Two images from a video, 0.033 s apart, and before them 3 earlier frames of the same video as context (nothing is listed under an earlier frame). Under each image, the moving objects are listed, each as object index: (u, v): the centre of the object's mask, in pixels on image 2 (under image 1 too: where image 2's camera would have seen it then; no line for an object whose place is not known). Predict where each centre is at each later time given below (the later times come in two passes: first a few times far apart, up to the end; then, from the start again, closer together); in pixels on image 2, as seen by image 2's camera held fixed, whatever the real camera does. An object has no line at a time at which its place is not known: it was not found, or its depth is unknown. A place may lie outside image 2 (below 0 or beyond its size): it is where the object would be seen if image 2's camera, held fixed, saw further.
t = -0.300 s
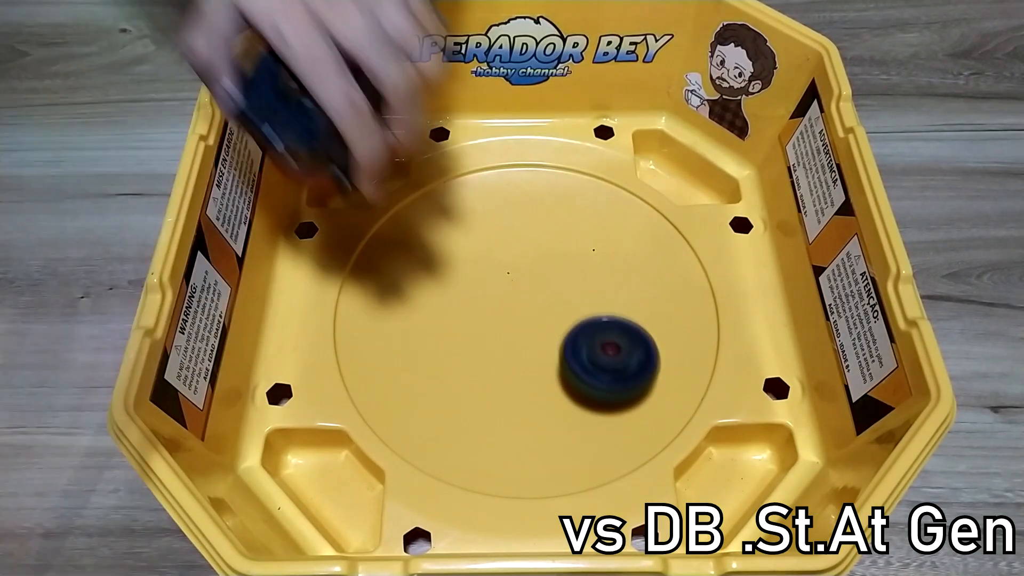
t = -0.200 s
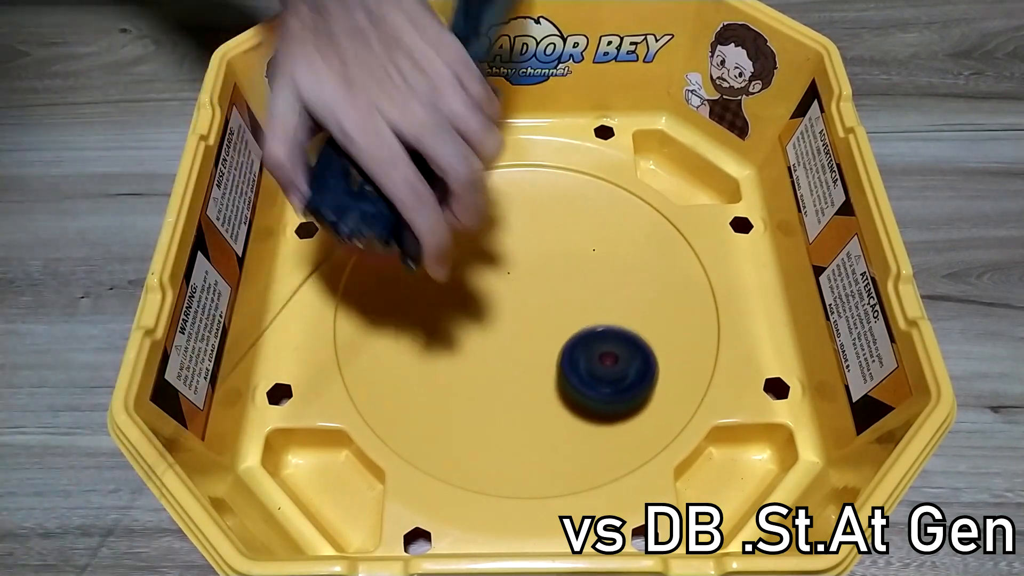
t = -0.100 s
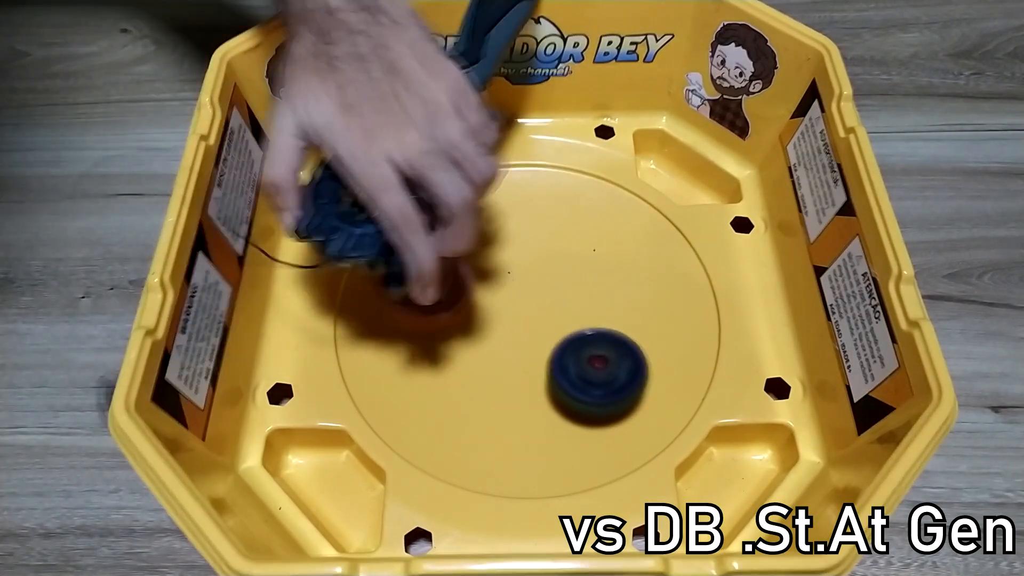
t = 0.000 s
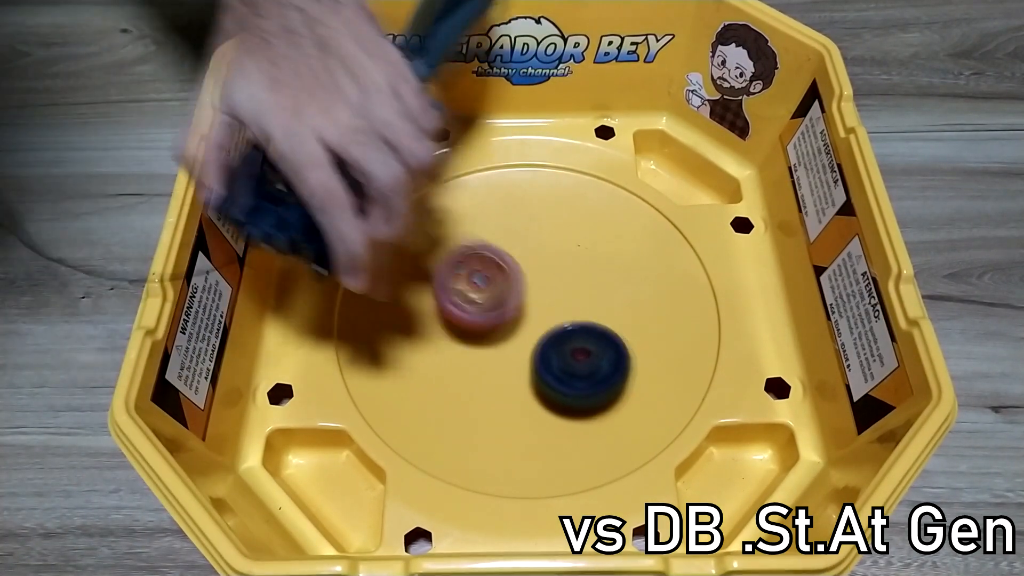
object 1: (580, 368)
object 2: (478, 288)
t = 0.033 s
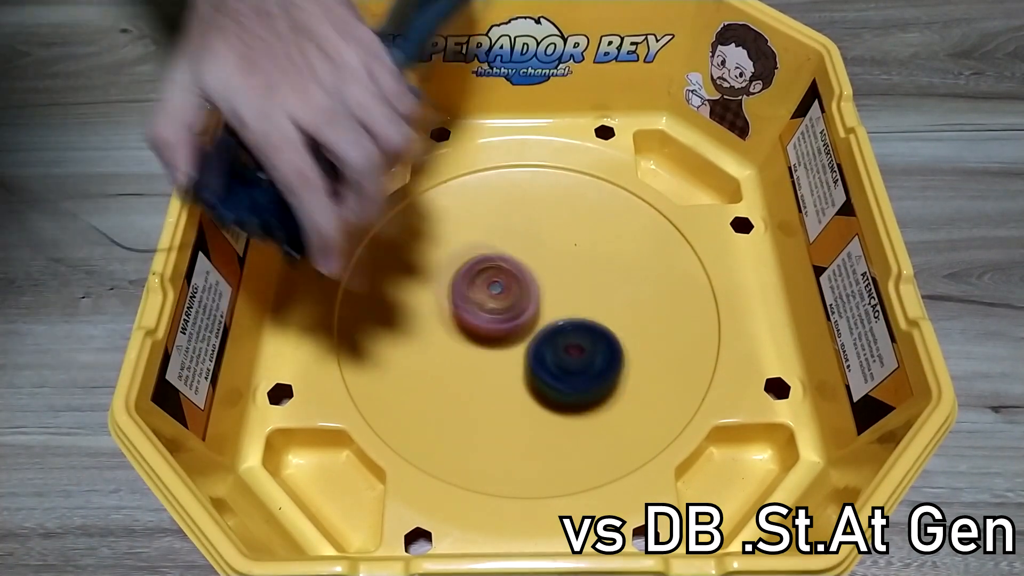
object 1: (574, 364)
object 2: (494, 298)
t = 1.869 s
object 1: (482, 287)
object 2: (522, 385)
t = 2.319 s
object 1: (468, 216)
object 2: (544, 299)
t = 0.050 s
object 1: (573, 364)
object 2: (496, 297)
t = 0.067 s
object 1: (575, 363)
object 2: (502, 294)
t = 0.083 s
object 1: (576, 363)
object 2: (503, 291)
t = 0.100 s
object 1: (586, 368)
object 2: (503, 289)
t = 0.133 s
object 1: (597, 372)
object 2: (504, 285)
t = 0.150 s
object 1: (600, 372)
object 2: (504, 284)
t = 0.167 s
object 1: (607, 373)
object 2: (505, 282)
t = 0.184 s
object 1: (609, 373)
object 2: (505, 282)
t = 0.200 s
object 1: (614, 374)
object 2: (505, 283)
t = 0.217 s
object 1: (616, 373)
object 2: (506, 284)
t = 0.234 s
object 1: (620, 373)
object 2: (507, 286)
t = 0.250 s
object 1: (621, 372)
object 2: (507, 287)
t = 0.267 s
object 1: (623, 372)
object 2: (508, 291)
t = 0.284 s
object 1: (624, 371)
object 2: (509, 293)
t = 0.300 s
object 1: (625, 370)
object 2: (509, 297)
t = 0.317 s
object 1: (625, 369)
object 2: (509, 300)
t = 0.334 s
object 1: (624, 368)
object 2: (509, 305)
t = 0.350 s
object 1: (623, 367)
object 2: (509, 308)
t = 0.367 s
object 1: (621, 365)
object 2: (508, 313)
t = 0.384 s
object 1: (620, 364)
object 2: (507, 316)
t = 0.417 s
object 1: (615, 362)
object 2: (504, 324)
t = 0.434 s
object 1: (611, 360)
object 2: (500, 330)
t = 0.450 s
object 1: (608, 358)
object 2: (499, 331)
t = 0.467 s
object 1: (603, 357)
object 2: (494, 336)
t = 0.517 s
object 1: (593, 352)
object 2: (487, 343)
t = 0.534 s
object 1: (587, 349)
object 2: (482, 347)
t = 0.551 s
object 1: (584, 347)
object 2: (481, 348)
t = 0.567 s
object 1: (578, 344)
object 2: (475, 350)
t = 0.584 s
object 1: (575, 341)
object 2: (474, 351)
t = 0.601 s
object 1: (571, 339)
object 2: (468, 353)
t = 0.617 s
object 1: (568, 335)
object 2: (467, 353)
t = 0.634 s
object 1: (564, 332)
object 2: (461, 355)
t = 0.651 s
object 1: (561, 327)
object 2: (460, 355)
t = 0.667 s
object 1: (558, 325)
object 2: (454, 355)
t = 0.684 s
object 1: (556, 319)
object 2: (453, 354)
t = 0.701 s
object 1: (554, 316)
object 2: (448, 354)
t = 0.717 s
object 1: (552, 311)
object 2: (446, 353)
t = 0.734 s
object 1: (551, 308)
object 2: (443, 352)
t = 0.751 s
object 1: (550, 301)
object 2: (441, 351)
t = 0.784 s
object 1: (549, 293)
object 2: (437, 348)
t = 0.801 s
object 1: (549, 289)
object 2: (436, 346)
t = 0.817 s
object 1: (549, 284)
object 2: (435, 345)
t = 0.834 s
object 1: (549, 281)
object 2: (434, 342)
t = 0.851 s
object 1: (550, 276)
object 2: (433, 340)
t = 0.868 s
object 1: (551, 272)
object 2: (433, 337)
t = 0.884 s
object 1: (552, 268)
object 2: (433, 335)
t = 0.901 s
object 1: (553, 264)
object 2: (433, 332)
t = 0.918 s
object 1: (554, 260)
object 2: (434, 330)
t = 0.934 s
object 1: (557, 256)
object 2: (435, 327)
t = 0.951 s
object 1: (558, 252)
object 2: (436, 325)
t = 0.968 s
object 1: (561, 249)
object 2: (438, 322)
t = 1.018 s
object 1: (568, 239)
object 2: (444, 315)
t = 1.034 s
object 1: (571, 236)
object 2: (449, 311)
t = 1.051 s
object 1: (573, 233)
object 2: (450, 310)
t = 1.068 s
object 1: (577, 230)
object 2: (456, 307)
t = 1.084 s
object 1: (579, 228)
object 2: (458, 305)
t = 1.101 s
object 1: (582, 226)
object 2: (465, 303)
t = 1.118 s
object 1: (584, 224)
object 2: (467, 302)
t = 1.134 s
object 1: (587, 223)
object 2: (474, 300)
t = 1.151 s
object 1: (589, 221)
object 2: (476, 299)
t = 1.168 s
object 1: (592, 220)
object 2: (485, 298)
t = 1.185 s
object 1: (594, 220)
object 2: (487, 298)
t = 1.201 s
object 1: (597, 219)
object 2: (495, 298)
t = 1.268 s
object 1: (604, 220)
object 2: (517, 302)
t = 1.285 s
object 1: (605, 221)
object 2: (518, 302)
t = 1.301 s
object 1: (607, 222)
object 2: (527, 305)
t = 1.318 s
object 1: (607, 223)
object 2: (529, 306)
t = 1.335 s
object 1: (608, 225)
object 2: (537, 310)
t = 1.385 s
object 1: (609, 231)
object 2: (546, 318)
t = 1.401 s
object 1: (608, 234)
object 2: (552, 324)
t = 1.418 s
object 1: (608, 236)
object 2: (553, 326)
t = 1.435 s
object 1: (607, 241)
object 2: (558, 331)
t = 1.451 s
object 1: (606, 242)
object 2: (558, 333)
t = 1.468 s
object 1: (604, 248)
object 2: (561, 340)
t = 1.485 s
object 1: (604, 249)
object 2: (562, 341)
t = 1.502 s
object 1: (600, 255)
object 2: (564, 349)
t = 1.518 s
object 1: (599, 256)
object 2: (564, 350)
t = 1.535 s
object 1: (595, 263)
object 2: (564, 356)
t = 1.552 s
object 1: (594, 264)
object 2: (564, 358)
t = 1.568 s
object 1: (588, 271)
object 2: (564, 364)
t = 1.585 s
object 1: (587, 272)
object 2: (564, 366)
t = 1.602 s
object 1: (580, 277)
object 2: (562, 371)
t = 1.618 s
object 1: (578, 278)
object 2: (561, 373)
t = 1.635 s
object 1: (571, 283)
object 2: (559, 378)
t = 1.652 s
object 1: (566, 284)
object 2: (558, 379)
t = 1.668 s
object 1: (559, 288)
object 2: (555, 383)
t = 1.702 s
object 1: (547, 292)
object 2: (550, 387)
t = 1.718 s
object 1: (542, 292)
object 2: (548, 388)
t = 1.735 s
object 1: (534, 294)
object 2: (544, 390)
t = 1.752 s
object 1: (528, 294)
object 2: (542, 390)
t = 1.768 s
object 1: (520, 295)
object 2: (538, 391)
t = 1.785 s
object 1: (515, 293)
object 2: (536, 391)
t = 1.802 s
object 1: (507, 294)
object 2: (532, 390)
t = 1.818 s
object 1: (501, 291)
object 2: (530, 389)
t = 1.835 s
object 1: (494, 291)
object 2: (527, 388)
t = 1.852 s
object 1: (488, 288)
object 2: (525, 386)
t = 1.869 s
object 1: (482, 287)
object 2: (522, 385)
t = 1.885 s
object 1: (476, 283)
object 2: (519, 382)
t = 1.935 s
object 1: (461, 275)
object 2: (512, 375)
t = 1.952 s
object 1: (456, 271)
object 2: (510, 371)
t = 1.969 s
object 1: (452, 269)
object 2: (508, 368)
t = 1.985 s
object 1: (448, 264)
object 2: (507, 364)
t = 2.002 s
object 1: (445, 262)
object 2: (505, 360)
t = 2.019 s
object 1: (442, 257)
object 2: (505, 356)
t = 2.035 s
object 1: (441, 255)
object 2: (504, 352)
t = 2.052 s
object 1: (439, 250)
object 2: (504, 348)
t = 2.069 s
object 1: (438, 248)
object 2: (505, 344)
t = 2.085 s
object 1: (437, 244)
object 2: (506, 340)
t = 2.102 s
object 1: (436, 241)
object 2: (506, 336)
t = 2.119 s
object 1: (436, 238)
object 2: (508, 332)
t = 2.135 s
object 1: (437, 235)
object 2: (509, 327)
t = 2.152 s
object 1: (438, 232)
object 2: (511, 324)
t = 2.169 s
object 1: (439, 229)
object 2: (514, 320)
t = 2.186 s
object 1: (441, 227)
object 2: (516, 317)
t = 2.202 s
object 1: (443, 225)
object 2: (520, 313)
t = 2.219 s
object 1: (446, 223)
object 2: (522, 311)
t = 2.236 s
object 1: (449, 221)
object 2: (527, 308)
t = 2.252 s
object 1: (452, 220)
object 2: (529, 306)
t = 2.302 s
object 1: (465, 217)
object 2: (541, 300)
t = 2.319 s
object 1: (468, 216)
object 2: (544, 299)
